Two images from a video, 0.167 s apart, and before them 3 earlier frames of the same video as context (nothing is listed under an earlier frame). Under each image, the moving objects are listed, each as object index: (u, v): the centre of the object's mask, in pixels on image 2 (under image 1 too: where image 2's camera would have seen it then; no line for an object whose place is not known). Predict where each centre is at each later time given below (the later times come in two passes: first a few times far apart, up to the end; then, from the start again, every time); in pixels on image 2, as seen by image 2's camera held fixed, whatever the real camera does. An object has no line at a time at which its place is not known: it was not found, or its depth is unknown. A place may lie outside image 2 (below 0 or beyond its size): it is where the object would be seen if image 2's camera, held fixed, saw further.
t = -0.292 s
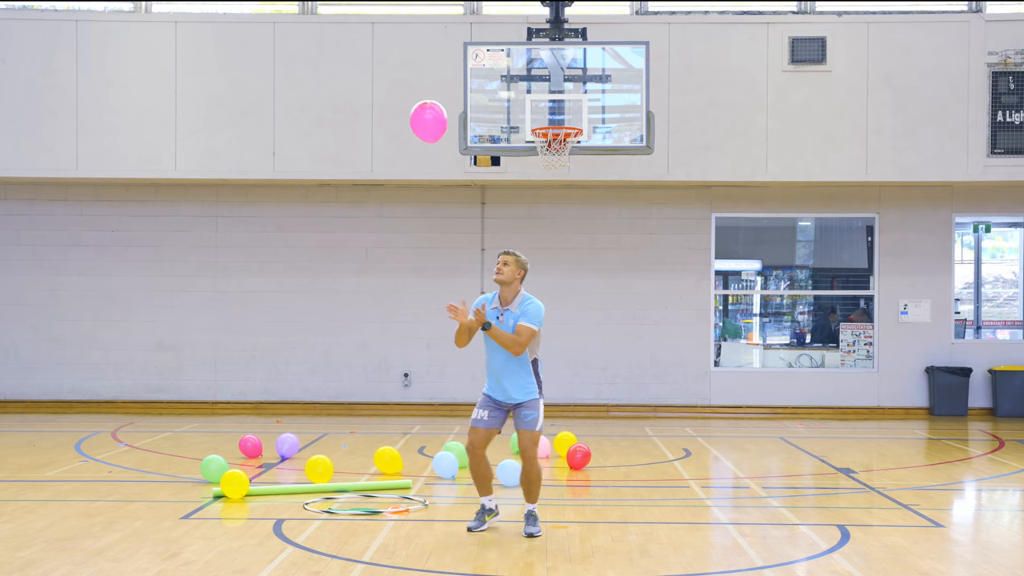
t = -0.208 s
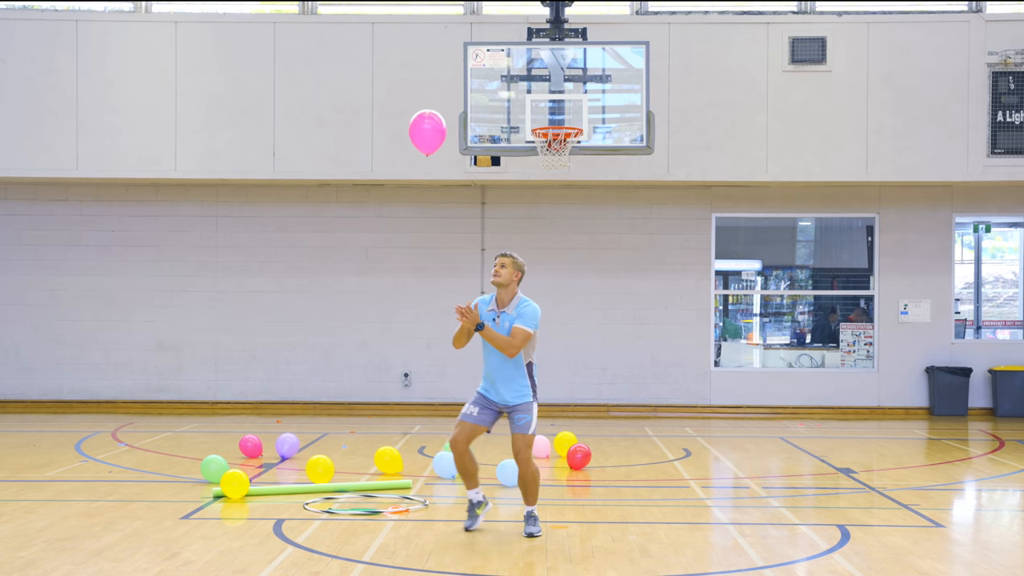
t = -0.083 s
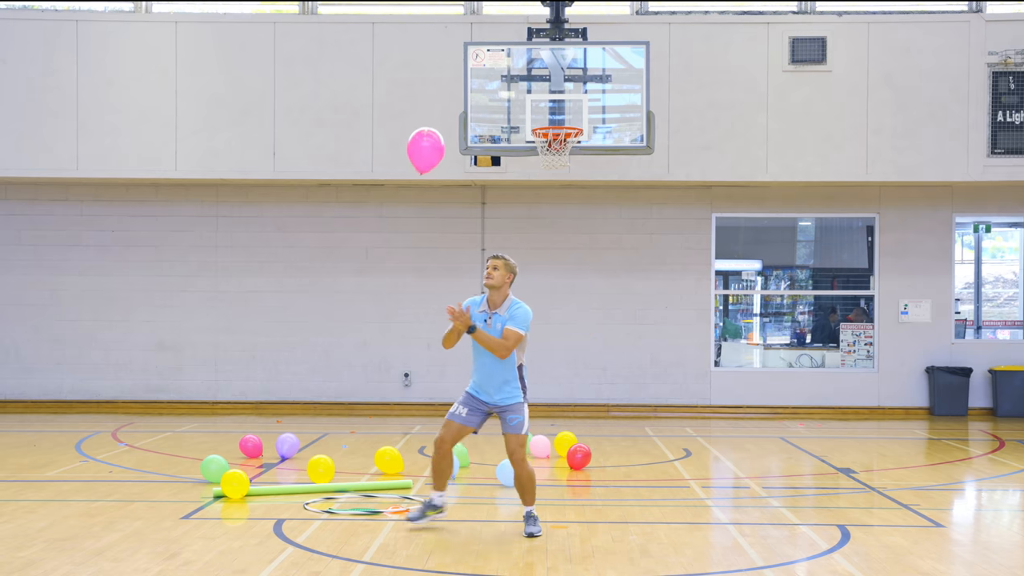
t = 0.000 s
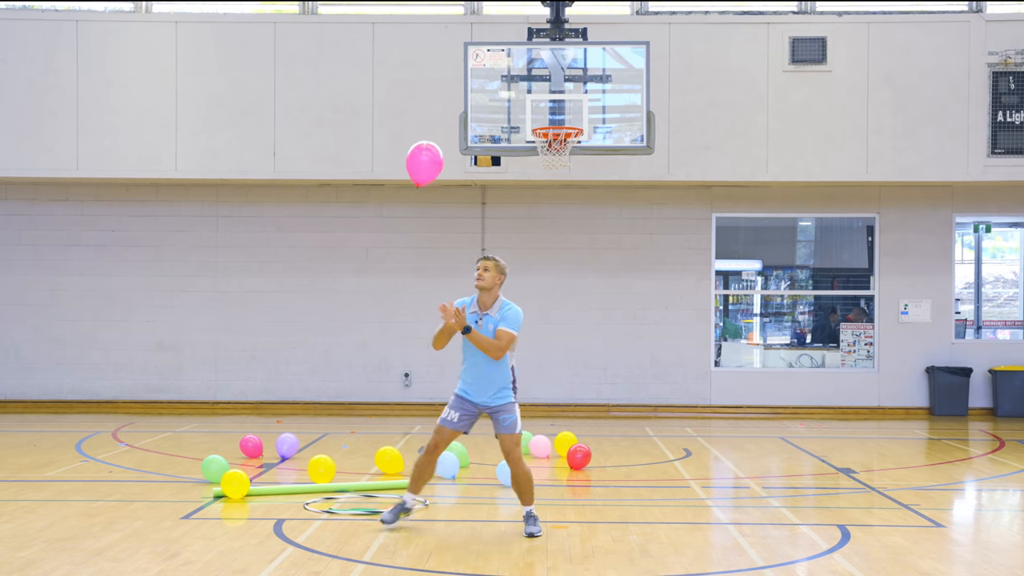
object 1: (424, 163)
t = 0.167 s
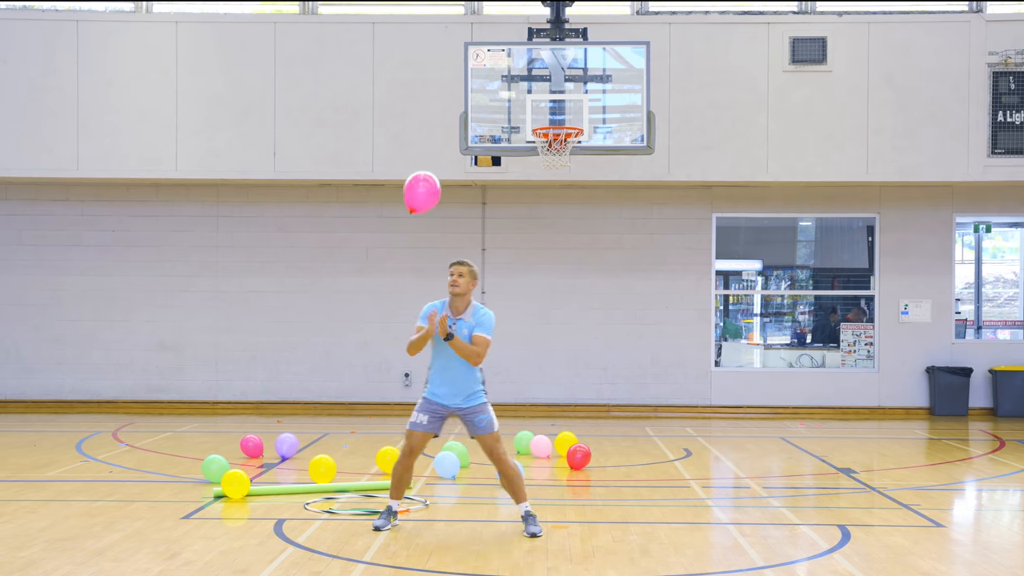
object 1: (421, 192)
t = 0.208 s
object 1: (420, 200)
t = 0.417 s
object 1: (415, 237)
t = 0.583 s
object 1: (407, 266)
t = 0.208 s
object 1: (420, 200)
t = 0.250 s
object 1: (420, 207)
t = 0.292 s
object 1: (419, 214)
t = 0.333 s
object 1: (417, 222)
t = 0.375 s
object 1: (416, 230)
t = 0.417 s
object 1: (415, 237)
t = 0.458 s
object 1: (414, 244)
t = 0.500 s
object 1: (412, 252)
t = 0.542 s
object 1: (410, 258)
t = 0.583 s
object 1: (407, 266)
